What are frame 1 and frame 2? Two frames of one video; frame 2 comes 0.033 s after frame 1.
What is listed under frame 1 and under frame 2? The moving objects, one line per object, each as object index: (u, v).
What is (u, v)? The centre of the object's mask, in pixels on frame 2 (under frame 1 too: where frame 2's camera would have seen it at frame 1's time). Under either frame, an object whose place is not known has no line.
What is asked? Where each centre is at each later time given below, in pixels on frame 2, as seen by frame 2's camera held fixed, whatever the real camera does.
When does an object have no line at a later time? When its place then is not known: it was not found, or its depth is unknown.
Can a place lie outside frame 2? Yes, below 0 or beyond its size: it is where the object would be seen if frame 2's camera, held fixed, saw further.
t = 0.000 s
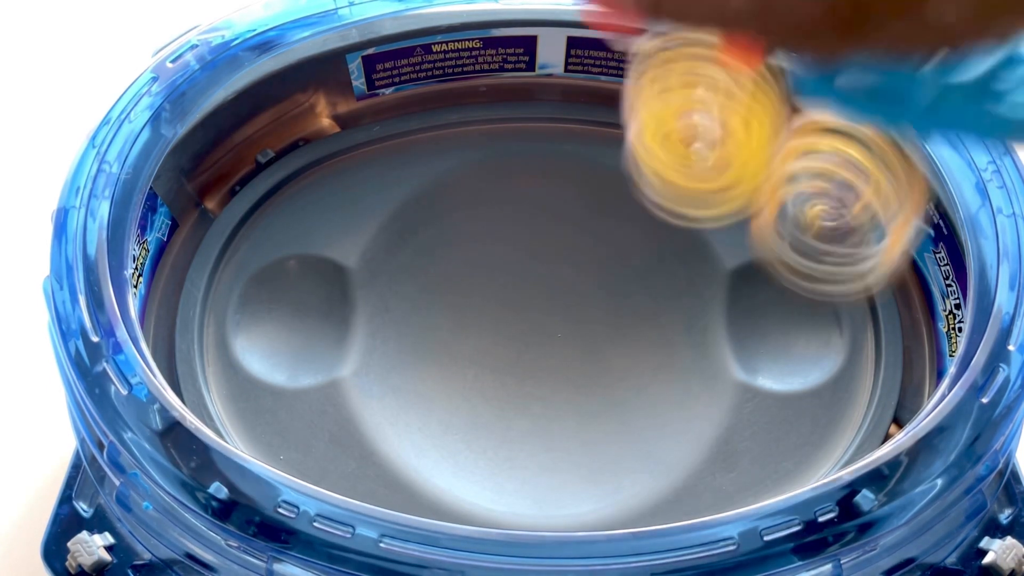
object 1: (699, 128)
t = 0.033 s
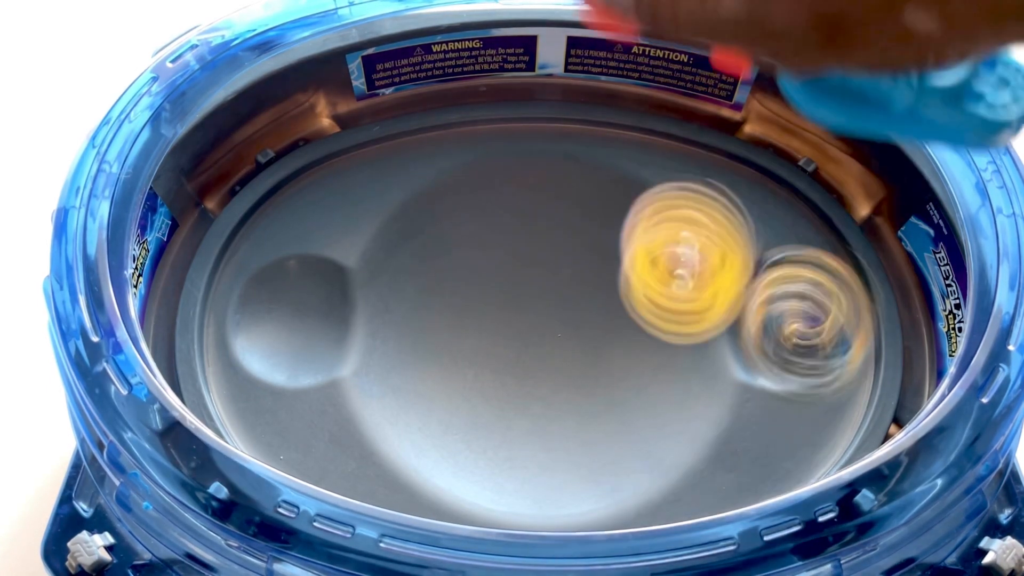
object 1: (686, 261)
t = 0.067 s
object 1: (666, 356)
